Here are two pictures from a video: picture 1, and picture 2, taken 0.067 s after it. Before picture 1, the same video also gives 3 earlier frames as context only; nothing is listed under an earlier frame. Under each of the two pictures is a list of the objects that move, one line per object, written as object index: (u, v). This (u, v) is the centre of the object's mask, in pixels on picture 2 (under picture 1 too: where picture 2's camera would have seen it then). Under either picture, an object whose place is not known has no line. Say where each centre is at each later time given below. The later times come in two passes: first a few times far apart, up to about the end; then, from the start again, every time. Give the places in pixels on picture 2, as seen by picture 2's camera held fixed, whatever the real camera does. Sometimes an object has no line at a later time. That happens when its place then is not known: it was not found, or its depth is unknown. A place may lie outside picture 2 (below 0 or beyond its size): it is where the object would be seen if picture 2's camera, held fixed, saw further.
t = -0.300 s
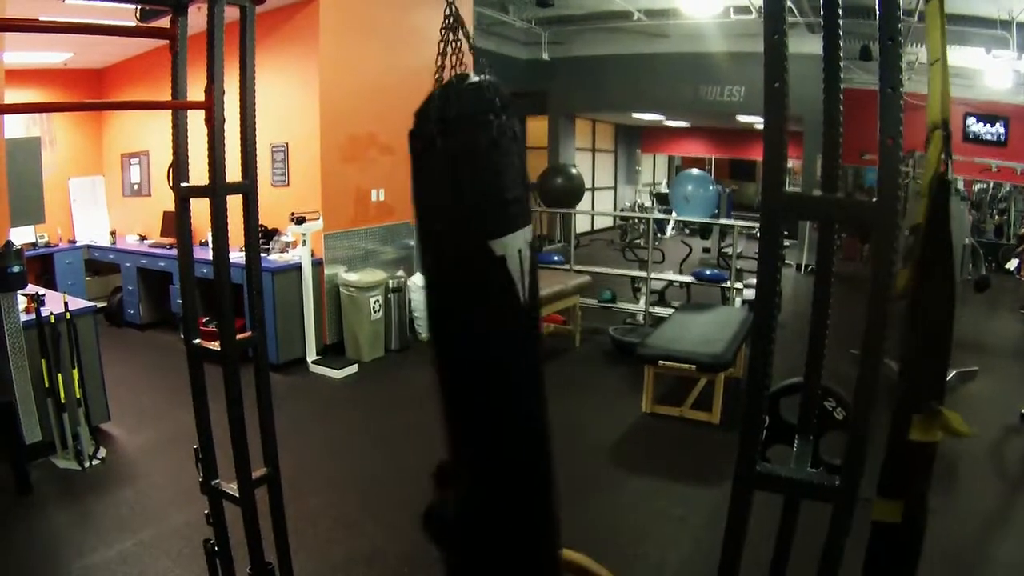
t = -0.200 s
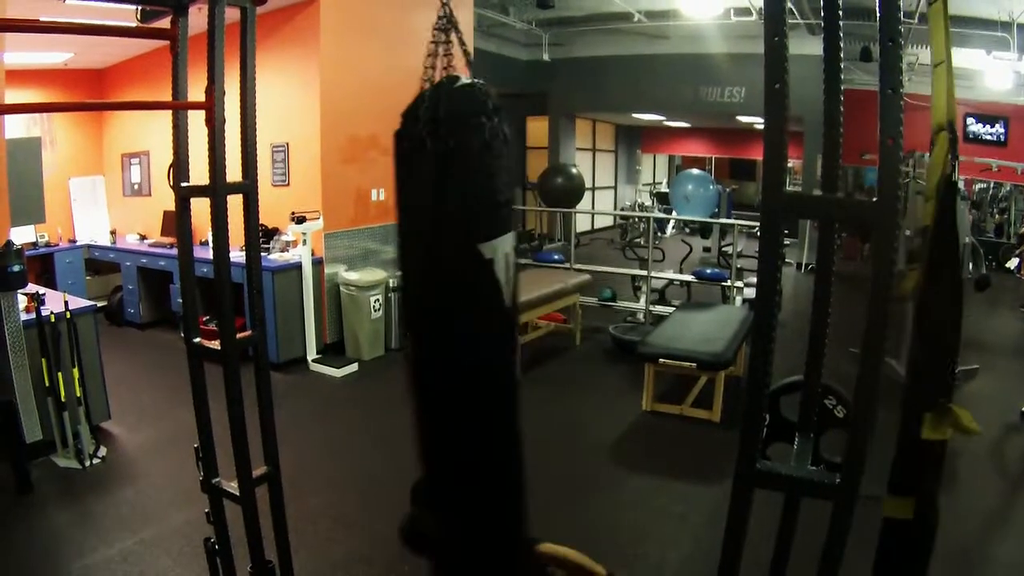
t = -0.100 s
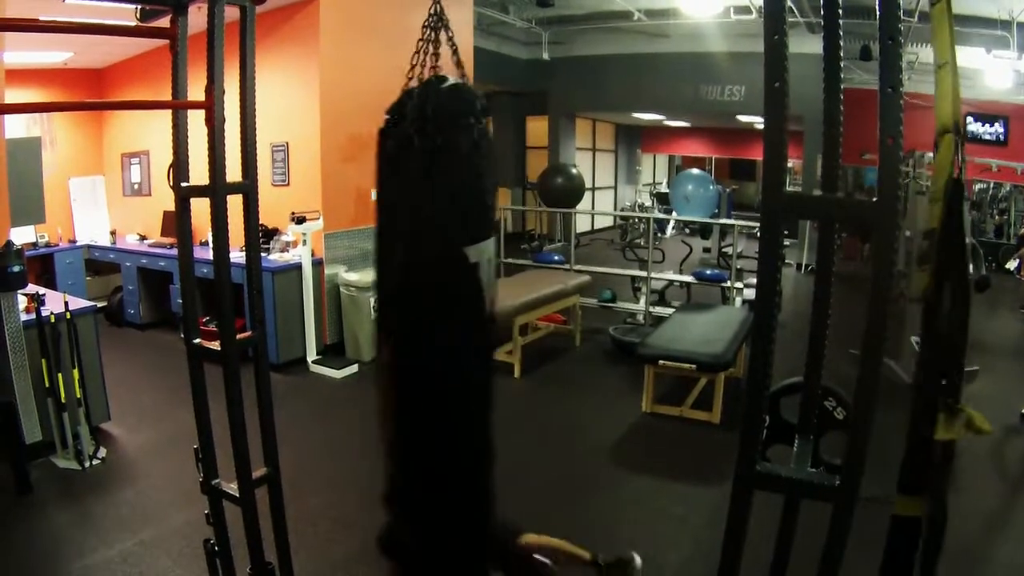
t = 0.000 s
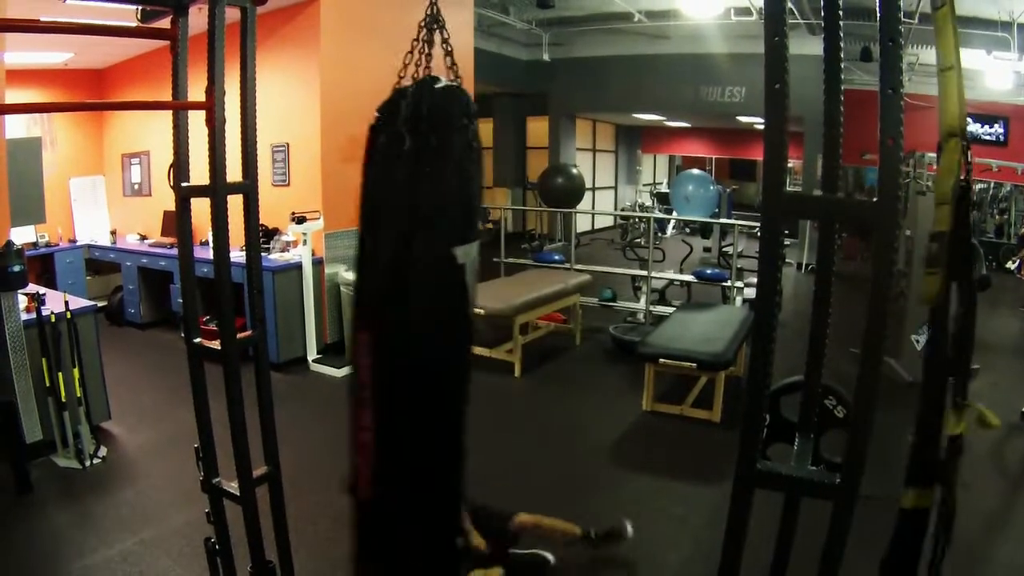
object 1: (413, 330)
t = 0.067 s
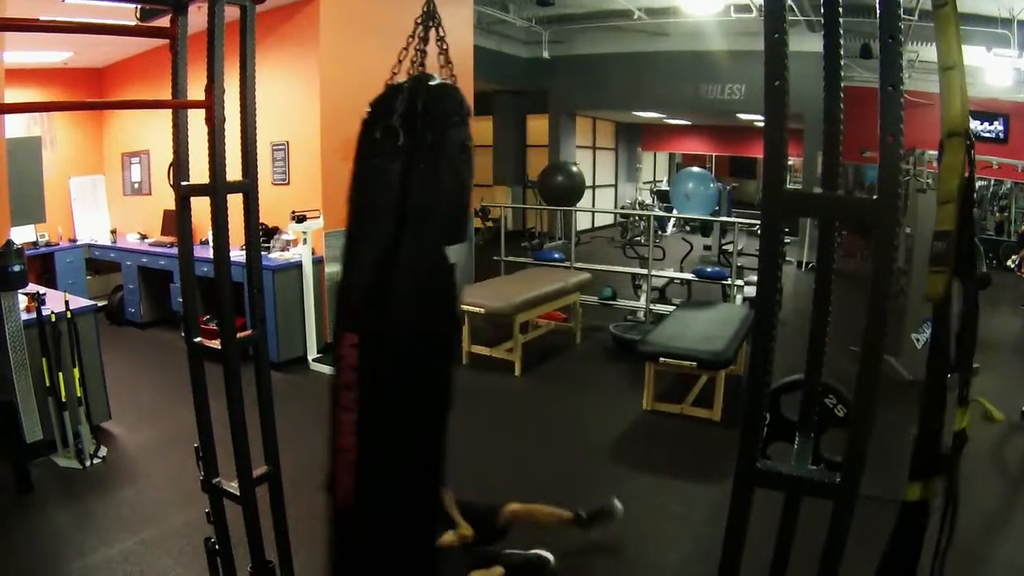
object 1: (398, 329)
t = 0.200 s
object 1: (364, 331)
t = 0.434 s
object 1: (325, 330)
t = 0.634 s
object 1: (312, 329)
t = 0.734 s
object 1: (317, 329)
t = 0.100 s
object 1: (389, 328)
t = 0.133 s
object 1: (381, 329)
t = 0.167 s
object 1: (372, 329)
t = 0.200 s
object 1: (364, 331)
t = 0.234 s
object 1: (357, 330)
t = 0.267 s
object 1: (351, 328)
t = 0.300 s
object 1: (344, 329)
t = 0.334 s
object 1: (339, 329)
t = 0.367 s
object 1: (333, 330)
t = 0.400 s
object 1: (330, 330)
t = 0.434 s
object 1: (325, 330)
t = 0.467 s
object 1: (322, 328)
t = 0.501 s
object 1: (318, 329)
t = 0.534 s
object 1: (315, 329)
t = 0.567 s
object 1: (314, 329)
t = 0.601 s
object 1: (312, 330)
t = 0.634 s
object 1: (312, 329)
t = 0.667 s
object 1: (313, 328)
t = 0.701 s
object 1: (315, 329)
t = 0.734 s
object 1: (317, 329)
